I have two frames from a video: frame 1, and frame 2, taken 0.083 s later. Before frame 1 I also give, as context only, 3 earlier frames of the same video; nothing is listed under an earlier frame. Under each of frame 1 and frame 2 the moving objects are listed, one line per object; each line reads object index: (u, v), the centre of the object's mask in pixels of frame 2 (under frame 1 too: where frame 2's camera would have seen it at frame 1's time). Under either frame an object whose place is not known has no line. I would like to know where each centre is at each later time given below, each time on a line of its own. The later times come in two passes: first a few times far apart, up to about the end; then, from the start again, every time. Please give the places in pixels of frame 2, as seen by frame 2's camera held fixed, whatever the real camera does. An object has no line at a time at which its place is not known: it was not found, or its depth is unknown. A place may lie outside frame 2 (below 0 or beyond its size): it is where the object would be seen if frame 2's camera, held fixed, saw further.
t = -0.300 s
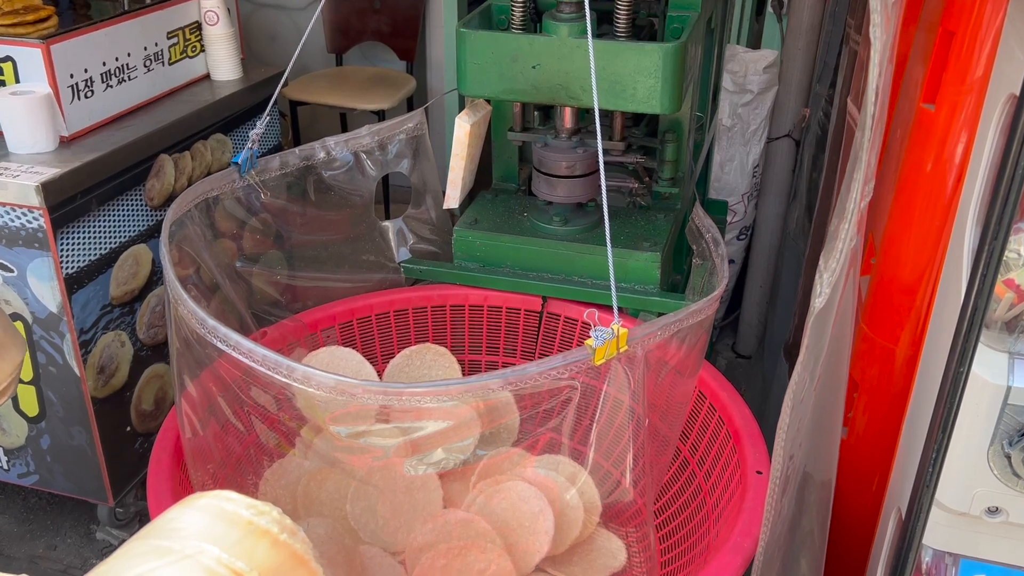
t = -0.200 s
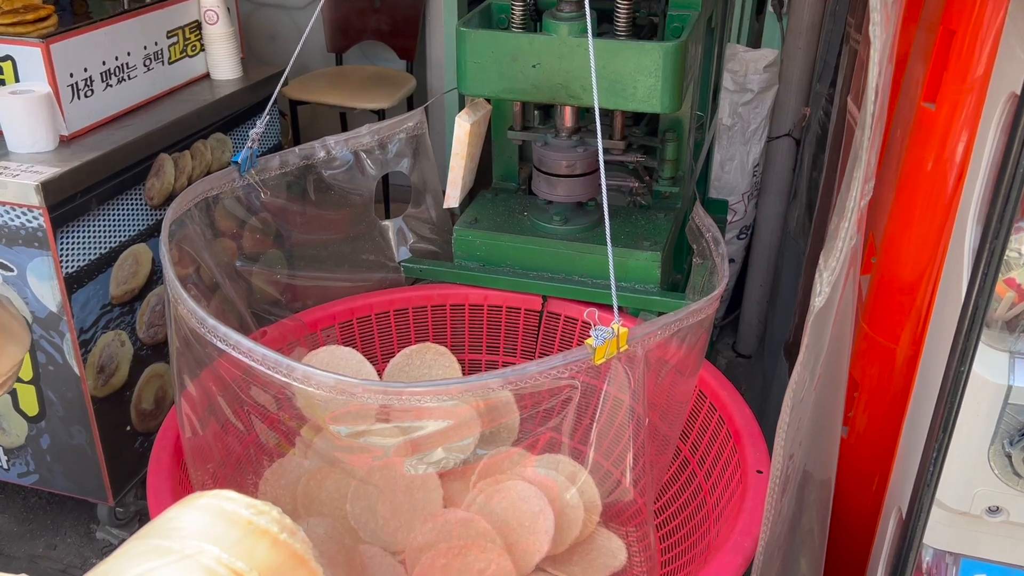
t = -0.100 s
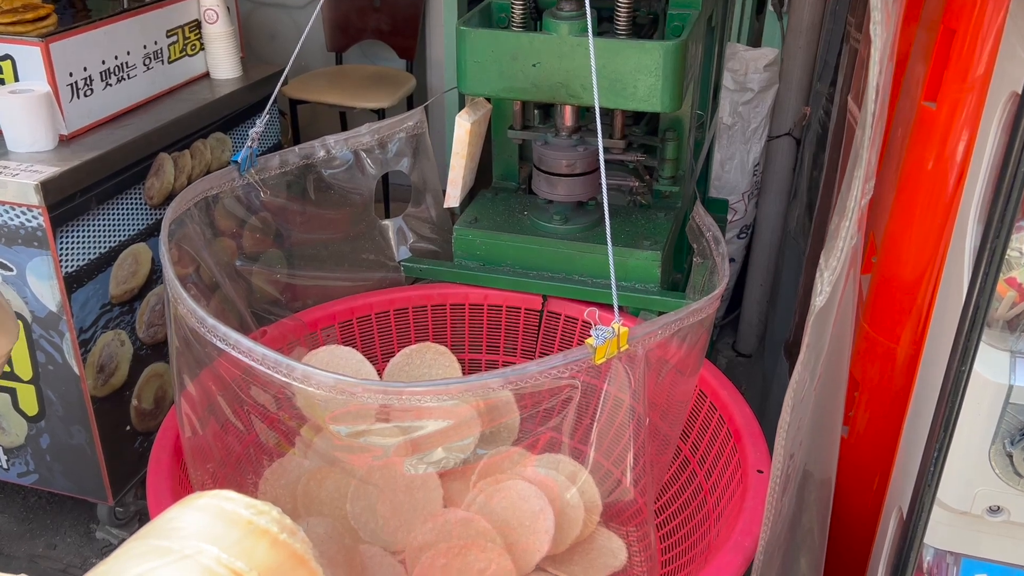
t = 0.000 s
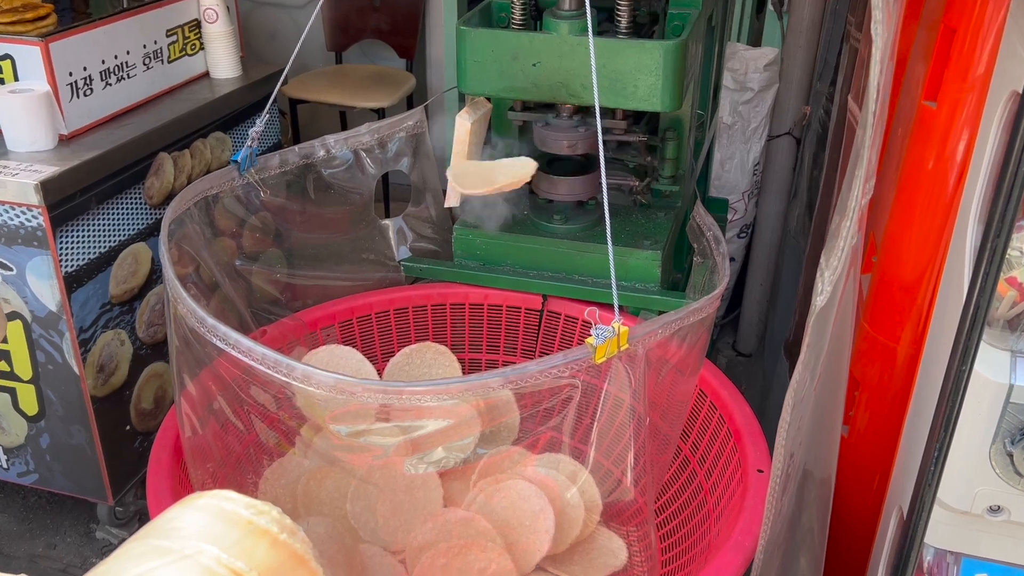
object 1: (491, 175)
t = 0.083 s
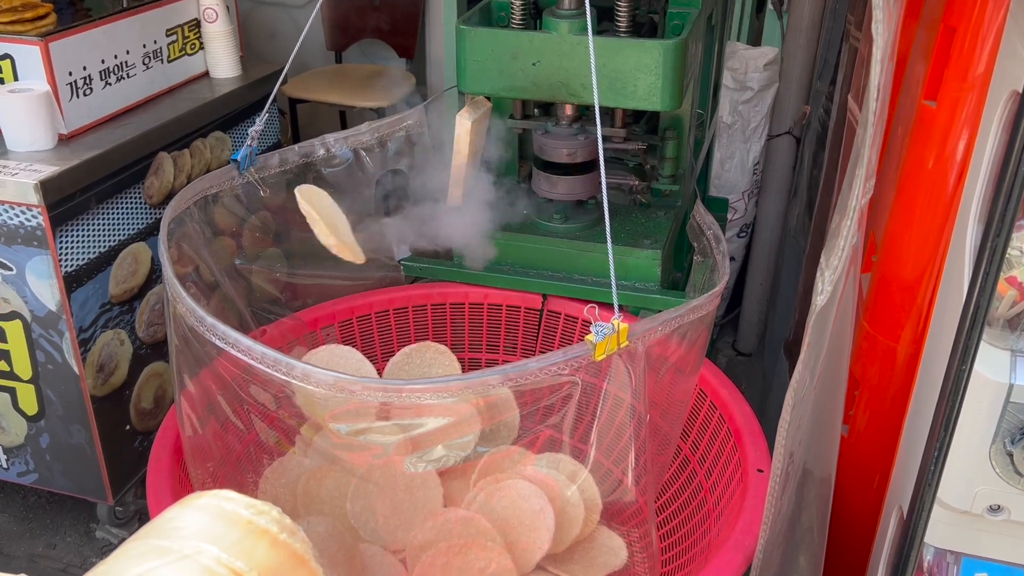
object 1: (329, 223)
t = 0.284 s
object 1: (244, 273)
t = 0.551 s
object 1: (323, 361)
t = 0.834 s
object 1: (338, 366)
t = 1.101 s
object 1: (356, 371)
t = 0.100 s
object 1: (301, 233)
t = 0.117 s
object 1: (276, 244)
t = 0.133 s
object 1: (250, 257)
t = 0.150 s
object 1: (239, 258)
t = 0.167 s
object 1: (234, 253)
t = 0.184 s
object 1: (232, 250)
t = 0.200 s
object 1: (234, 253)
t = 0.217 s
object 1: (235, 255)
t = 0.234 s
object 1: (237, 258)
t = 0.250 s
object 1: (239, 262)
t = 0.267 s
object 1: (241, 267)
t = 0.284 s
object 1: (244, 273)
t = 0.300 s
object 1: (246, 280)
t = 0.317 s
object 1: (250, 288)
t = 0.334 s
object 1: (254, 296)
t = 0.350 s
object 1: (260, 304)
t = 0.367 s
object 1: (266, 312)
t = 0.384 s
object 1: (272, 319)
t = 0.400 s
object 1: (278, 323)
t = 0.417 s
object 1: (285, 327)
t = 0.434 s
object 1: (292, 331)
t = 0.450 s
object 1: (299, 336)
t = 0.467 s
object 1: (307, 341)
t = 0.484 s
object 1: (315, 348)
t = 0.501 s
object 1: (322, 354)
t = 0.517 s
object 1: (324, 358)
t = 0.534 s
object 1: (323, 360)
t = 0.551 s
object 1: (323, 361)
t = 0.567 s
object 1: (324, 361)
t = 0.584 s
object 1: (322, 360)
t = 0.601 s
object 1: (322, 359)
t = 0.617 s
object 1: (323, 359)
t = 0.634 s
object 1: (323, 359)
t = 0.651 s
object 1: (323, 360)
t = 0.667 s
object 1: (323, 360)
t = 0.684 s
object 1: (325, 360)
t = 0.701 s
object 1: (326, 361)
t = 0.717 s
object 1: (328, 362)
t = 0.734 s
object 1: (329, 363)
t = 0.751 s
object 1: (329, 363)
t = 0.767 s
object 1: (330, 364)
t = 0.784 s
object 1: (330, 364)
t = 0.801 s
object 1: (331, 364)
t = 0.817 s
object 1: (336, 366)
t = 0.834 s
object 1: (338, 366)
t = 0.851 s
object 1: (340, 367)
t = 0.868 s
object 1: (340, 367)
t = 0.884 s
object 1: (342, 368)
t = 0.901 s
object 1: (343, 368)
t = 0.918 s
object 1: (345, 369)
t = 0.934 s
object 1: (349, 370)
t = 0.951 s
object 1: (348, 370)
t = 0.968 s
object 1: (351, 370)
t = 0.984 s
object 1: (351, 371)
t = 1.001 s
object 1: (352, 371)
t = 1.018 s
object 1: (355, 371)
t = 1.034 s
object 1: (354, 371)
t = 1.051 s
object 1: (355, 372)
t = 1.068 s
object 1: (355, 371)
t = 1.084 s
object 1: (356, 371)
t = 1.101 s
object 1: (356, 371)
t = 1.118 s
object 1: (356, 371)
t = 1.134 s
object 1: (357, 372)
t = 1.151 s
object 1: (357, 372)
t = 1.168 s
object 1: (357, 372)
